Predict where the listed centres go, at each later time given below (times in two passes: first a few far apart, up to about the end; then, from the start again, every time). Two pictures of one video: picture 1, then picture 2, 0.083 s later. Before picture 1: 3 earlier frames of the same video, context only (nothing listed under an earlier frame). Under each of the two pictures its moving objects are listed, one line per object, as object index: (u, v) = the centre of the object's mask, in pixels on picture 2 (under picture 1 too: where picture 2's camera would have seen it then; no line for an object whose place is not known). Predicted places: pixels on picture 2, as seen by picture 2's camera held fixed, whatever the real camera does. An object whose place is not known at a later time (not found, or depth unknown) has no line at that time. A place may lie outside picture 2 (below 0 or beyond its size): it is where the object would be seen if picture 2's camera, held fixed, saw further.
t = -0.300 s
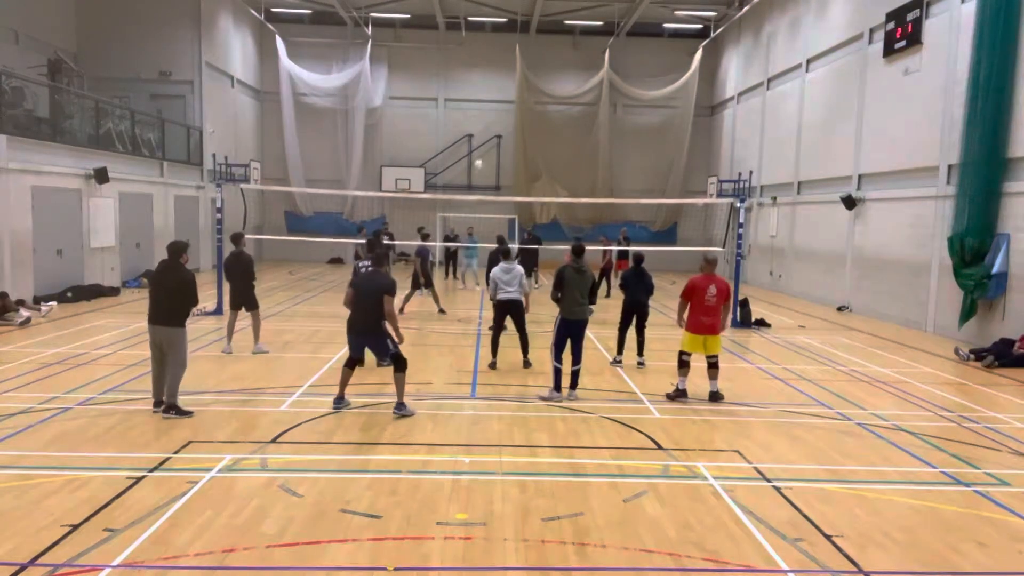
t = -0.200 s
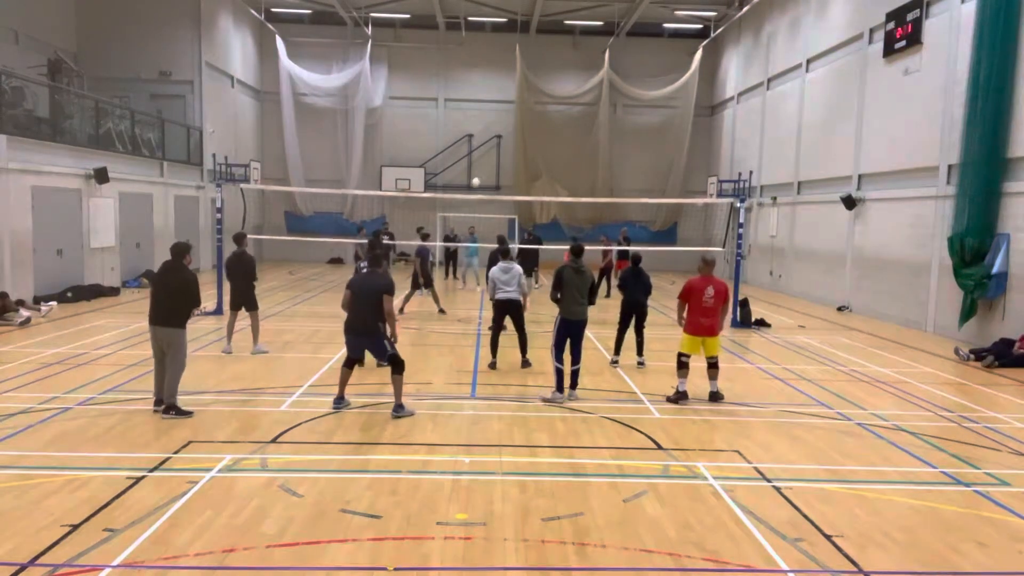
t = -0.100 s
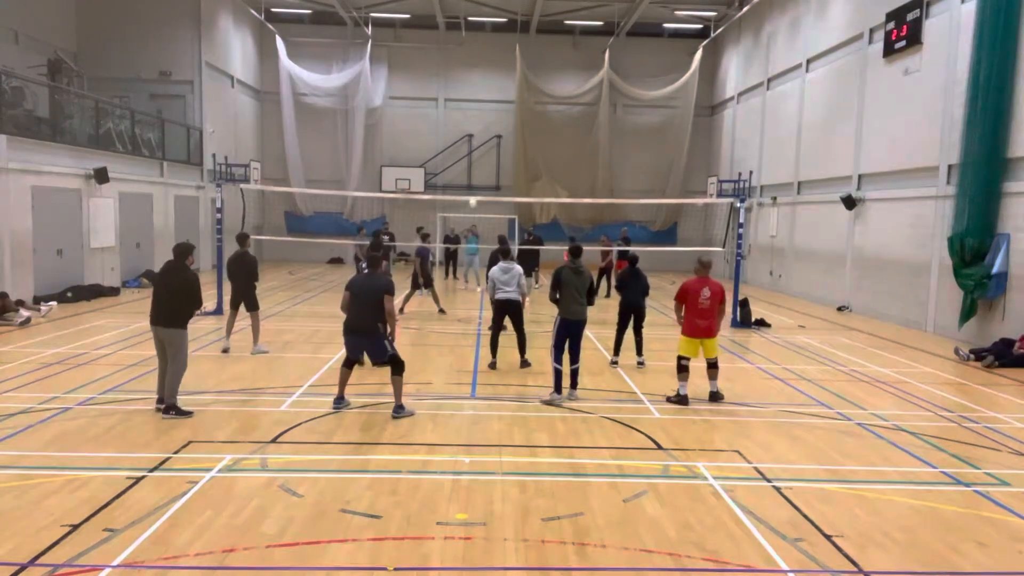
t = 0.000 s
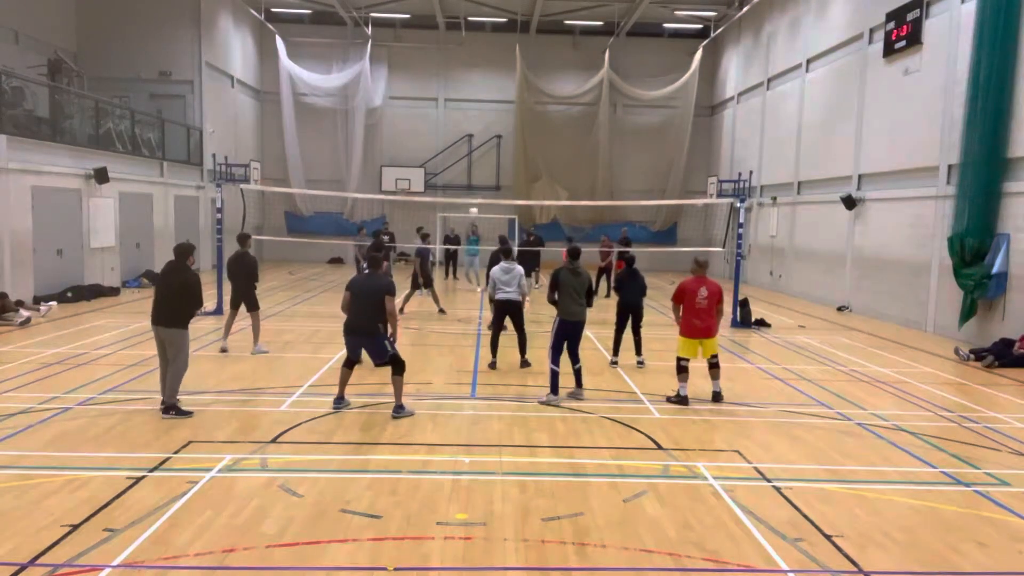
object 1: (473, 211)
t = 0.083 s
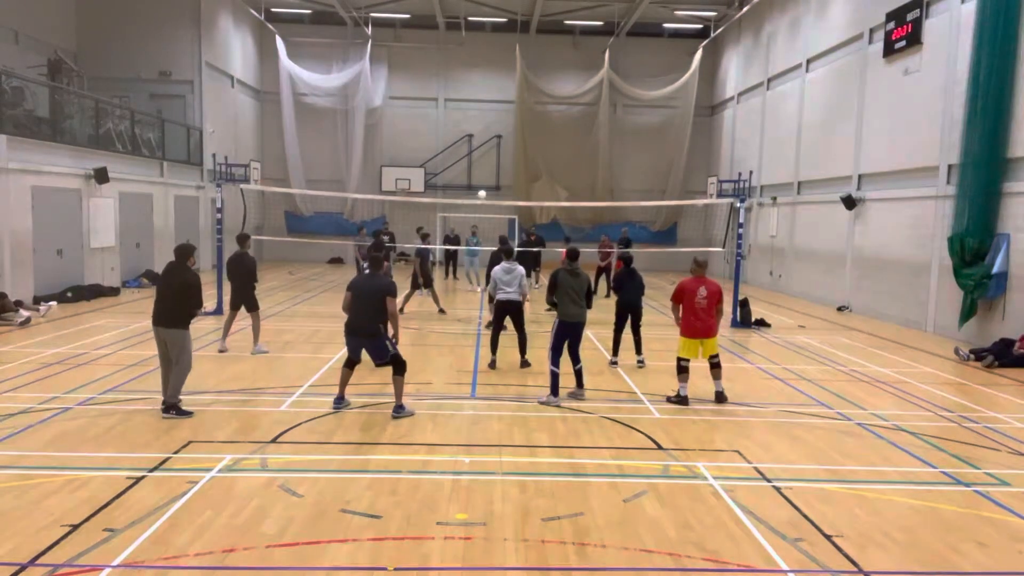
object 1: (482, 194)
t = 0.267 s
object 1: (500, 160)
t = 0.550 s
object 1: (526, 128)
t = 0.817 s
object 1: (548, 127)
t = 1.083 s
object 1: (562, 184)
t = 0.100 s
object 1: (484, 191)
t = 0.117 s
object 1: (485, 188)
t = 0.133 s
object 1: (487, 185)
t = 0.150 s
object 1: (488, 181)
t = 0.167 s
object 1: (490, 178)
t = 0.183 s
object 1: (491, 175)
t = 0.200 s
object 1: (493, 172)
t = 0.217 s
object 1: (495, 169)
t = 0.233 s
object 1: (496, 166)
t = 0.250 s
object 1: (498, 164)
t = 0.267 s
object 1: (500, 160)
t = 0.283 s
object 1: (501, 158)
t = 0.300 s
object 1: (503, 155)
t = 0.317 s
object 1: (504, 153)
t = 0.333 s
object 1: (506, 151)
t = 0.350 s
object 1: (507, 148)
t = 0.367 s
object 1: (510, 146)
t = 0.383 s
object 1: (511, 144)
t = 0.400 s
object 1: (513, 142)
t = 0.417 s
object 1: (514, 140)
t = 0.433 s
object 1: (515, 138)
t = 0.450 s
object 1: (517, 136)
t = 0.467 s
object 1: (519, 135)
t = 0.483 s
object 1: (520, 133)
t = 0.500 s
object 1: (522, 132)
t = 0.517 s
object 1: (523, 131)
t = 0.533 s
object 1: (525, 129)
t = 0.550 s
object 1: (526, 128)
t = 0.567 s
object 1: (528, 127)
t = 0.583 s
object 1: (529, 126)
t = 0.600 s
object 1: (530, 125)
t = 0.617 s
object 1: (532, 125)
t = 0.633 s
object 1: (533, 124)
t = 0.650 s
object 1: (535, 123)
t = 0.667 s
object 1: (536, 123)
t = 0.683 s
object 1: (538, 123)
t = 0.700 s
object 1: (539, 123)
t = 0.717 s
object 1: (540, 123)
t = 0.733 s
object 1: (541, 123)
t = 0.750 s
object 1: (543, 124)
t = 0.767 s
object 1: (544, 124)
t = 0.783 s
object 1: (545, 125)
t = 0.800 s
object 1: (546, 126)
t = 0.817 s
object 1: (548, 127)
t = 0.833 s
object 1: (549, 129)
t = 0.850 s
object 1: (550, 130)
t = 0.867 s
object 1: (551, 132)
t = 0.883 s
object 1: (552, 134)
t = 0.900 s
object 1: (552, 137)
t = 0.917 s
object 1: (553, 139)
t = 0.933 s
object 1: (554, 142)
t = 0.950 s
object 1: (555, 145)
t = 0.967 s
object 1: (556, 149)
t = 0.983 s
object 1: (557, 153)
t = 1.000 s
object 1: (557, 157)
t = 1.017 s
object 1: (558, 161)
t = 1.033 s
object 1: (559, 166)
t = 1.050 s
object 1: (560, 172)
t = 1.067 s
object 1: (561, 177)
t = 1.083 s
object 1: (562, 184)
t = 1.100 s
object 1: (562, 189)
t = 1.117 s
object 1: (563, 196)
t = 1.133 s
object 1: (563, 204)
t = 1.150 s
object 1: (565, 212)
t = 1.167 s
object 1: (565, 221)
